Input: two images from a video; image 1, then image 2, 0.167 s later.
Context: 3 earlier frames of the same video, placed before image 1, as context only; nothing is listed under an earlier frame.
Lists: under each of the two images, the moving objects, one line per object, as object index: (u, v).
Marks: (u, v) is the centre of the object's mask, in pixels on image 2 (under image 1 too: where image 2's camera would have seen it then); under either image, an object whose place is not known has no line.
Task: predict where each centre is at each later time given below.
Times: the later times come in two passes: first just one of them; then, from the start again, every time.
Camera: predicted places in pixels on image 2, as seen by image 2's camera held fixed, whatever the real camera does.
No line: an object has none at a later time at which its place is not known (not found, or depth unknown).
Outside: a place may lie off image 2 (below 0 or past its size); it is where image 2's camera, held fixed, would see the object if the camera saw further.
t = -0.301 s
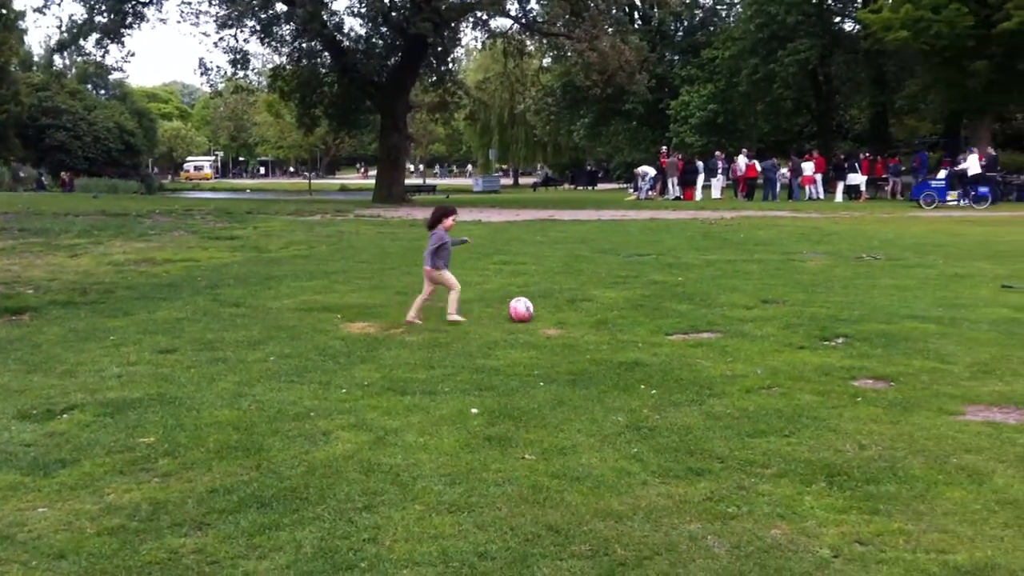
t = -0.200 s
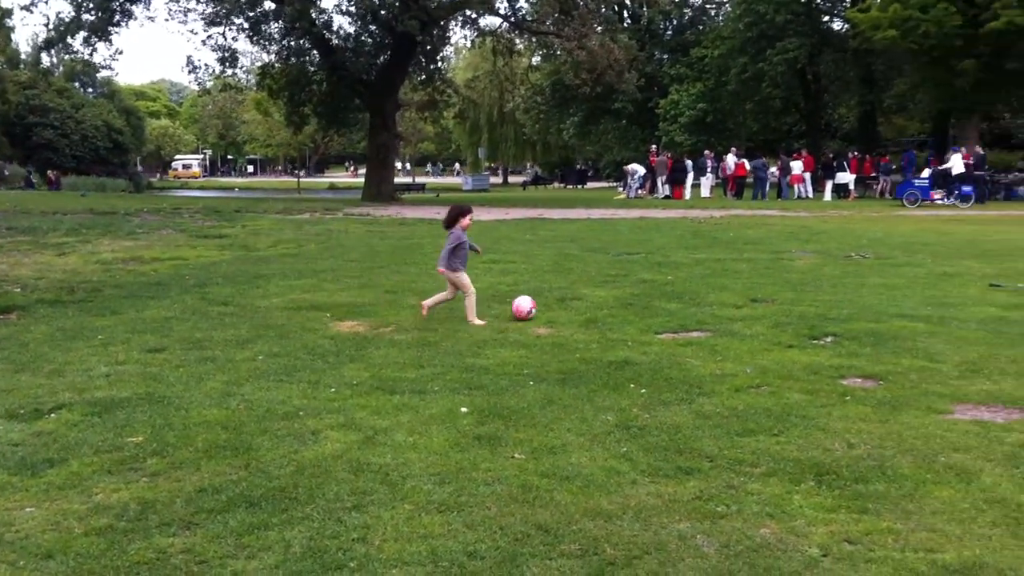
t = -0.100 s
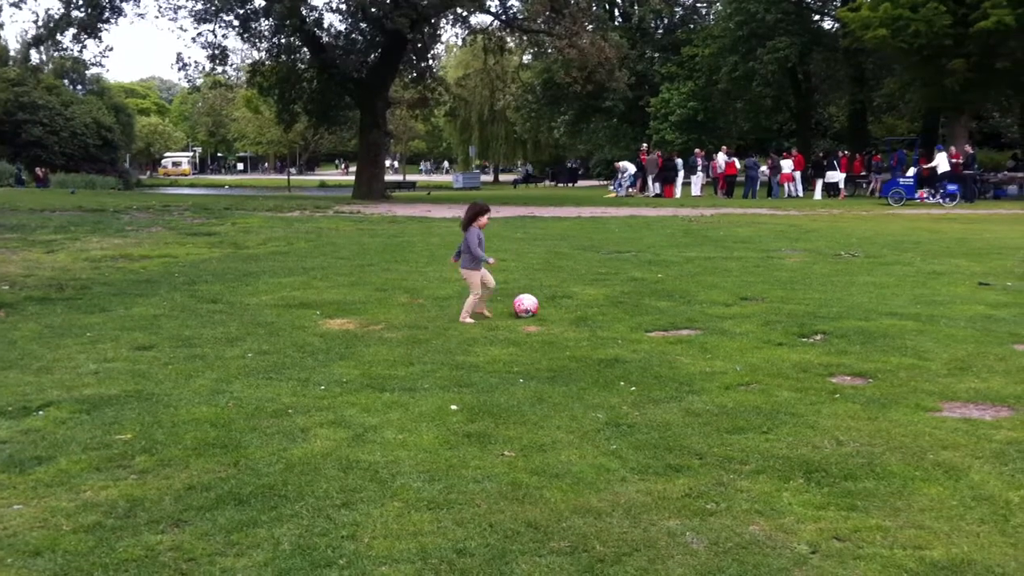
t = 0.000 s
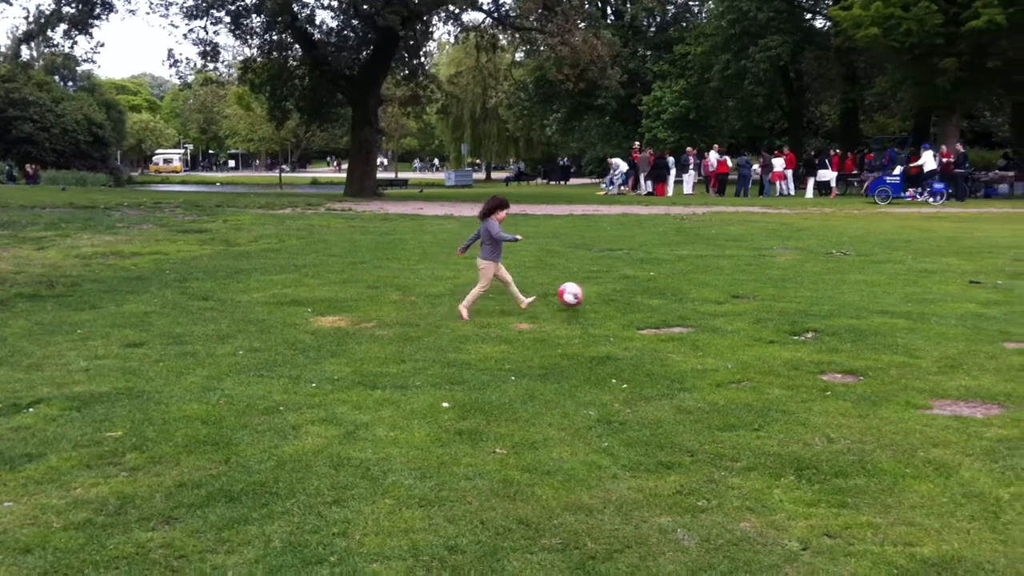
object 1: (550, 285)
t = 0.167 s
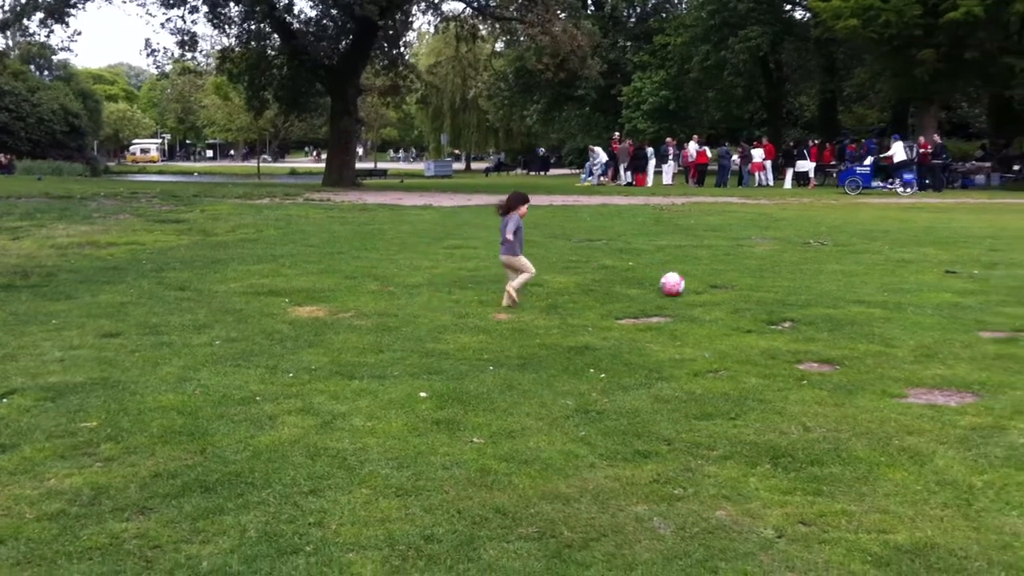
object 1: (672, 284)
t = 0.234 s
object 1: (704, 280)
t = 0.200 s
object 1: (690, 284)
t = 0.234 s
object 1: (704, 280)
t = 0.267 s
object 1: (719, 277)
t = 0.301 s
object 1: (734, 276)
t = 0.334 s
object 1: (747, 278)
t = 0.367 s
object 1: (759, 280)
